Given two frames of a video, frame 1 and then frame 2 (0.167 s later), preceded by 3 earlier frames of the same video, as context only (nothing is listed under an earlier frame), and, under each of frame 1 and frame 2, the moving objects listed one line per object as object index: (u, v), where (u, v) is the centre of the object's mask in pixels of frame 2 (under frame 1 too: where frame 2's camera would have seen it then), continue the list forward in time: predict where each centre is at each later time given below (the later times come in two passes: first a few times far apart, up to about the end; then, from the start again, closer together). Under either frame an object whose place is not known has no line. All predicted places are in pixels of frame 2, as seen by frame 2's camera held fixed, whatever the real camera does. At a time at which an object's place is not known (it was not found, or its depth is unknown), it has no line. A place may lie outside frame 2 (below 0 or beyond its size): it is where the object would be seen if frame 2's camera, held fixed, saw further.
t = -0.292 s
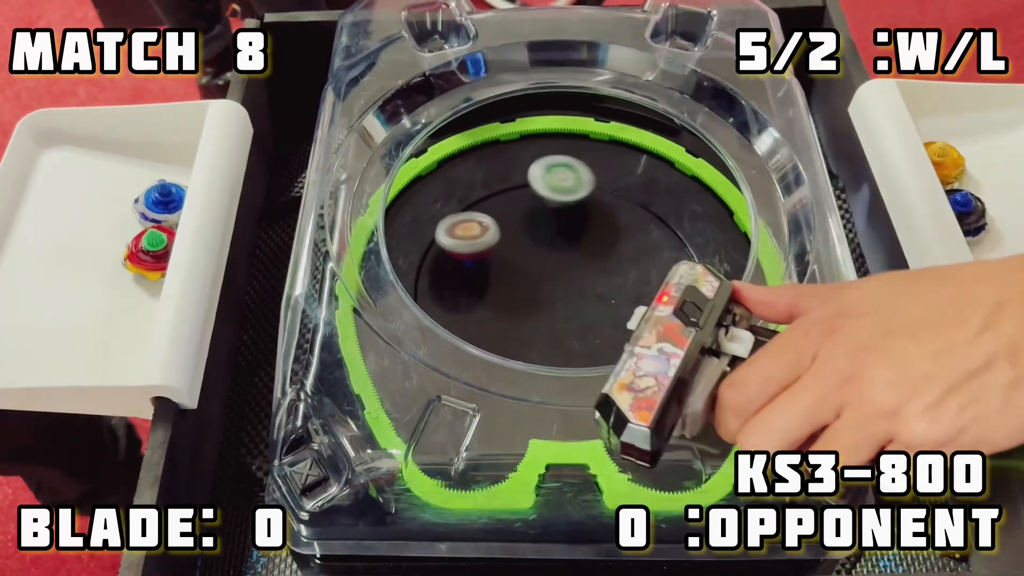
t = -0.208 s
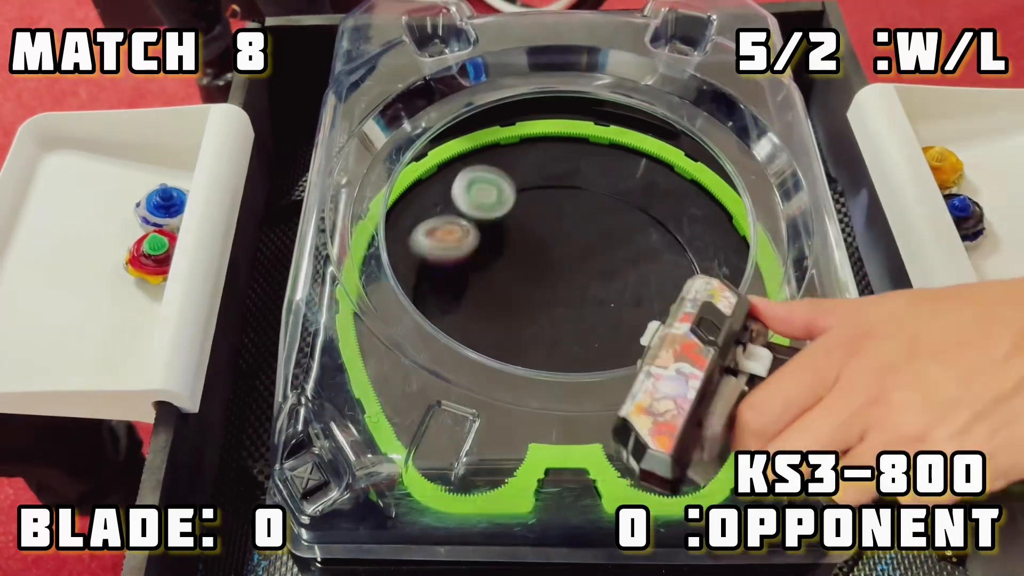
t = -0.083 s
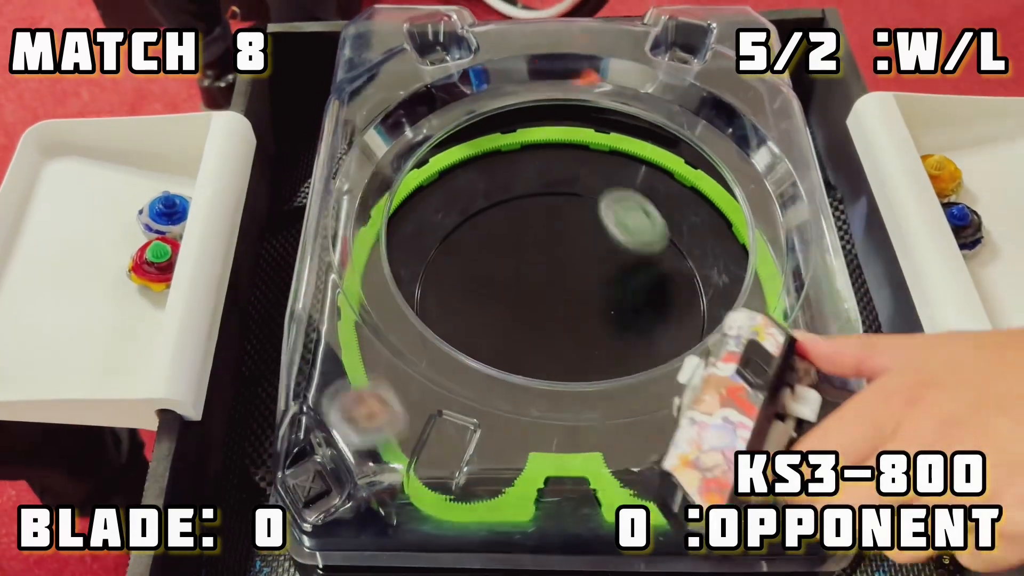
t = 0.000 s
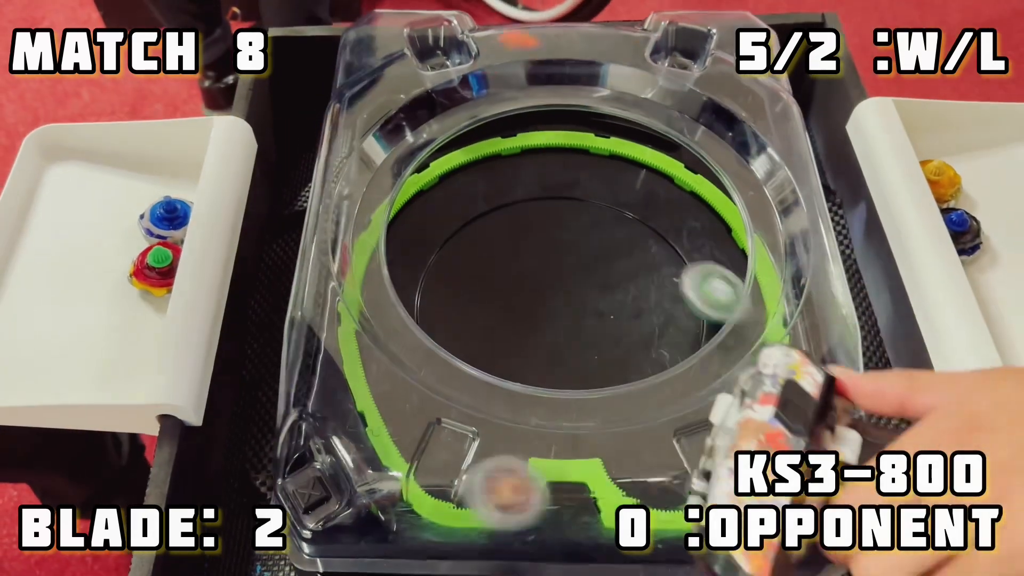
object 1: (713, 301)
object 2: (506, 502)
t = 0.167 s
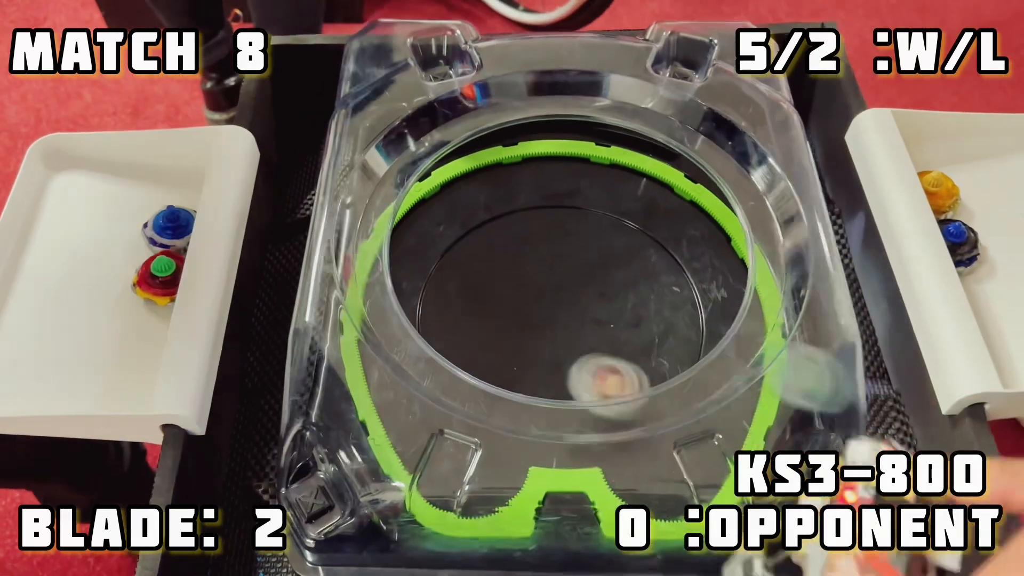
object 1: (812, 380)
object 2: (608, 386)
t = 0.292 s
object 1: (530, 289)
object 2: (431, 277)
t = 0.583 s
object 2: (383, 121)
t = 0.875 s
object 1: (652, 290)
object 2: (391, 139)
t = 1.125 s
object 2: (394, 120)
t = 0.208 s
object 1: (716, 347)
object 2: (548, 361)
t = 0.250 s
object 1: (599, 324)
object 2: (472, 312)
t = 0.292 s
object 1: (530, 289)
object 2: (431, 277)
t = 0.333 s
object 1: (443, 245)
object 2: (393, 218)
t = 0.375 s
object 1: (411, 217)
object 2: (363, 168)
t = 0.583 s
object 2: (383, 121)
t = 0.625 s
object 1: (472, 199)
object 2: (377, 113)
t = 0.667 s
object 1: (508, 210)
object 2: (385, 121)
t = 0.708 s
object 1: (534, 220)
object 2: (396, 123)
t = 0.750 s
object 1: (573, 240)
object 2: (387, 127)
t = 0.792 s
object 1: (598, 253)
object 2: (388, 131)
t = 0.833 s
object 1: (632, 275)
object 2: (391, 137)
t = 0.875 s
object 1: (652, 290)
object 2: (391, 139)
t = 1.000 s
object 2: (389, 132)
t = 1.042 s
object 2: (392, 129)
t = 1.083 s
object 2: (397, 125)
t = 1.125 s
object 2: (394, 120)
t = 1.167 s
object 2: (389, 112)
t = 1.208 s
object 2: (391, 112)
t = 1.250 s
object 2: (389, 117)
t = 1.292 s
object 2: (389, 120)
